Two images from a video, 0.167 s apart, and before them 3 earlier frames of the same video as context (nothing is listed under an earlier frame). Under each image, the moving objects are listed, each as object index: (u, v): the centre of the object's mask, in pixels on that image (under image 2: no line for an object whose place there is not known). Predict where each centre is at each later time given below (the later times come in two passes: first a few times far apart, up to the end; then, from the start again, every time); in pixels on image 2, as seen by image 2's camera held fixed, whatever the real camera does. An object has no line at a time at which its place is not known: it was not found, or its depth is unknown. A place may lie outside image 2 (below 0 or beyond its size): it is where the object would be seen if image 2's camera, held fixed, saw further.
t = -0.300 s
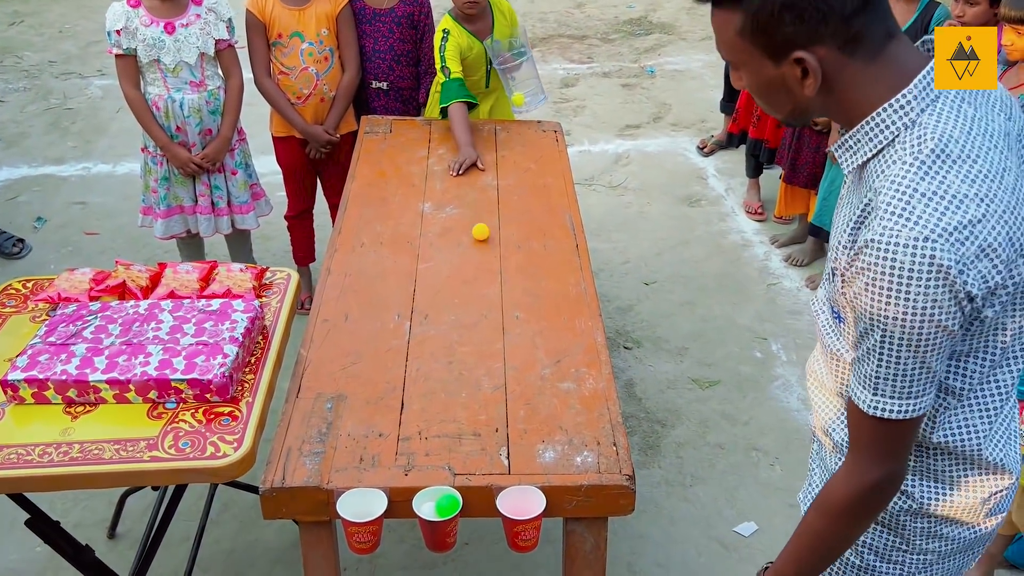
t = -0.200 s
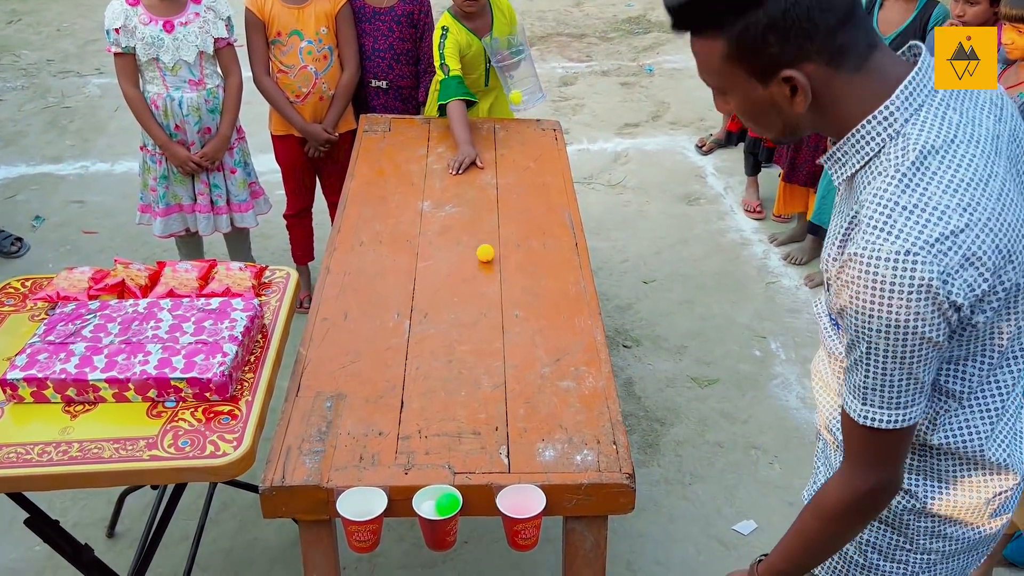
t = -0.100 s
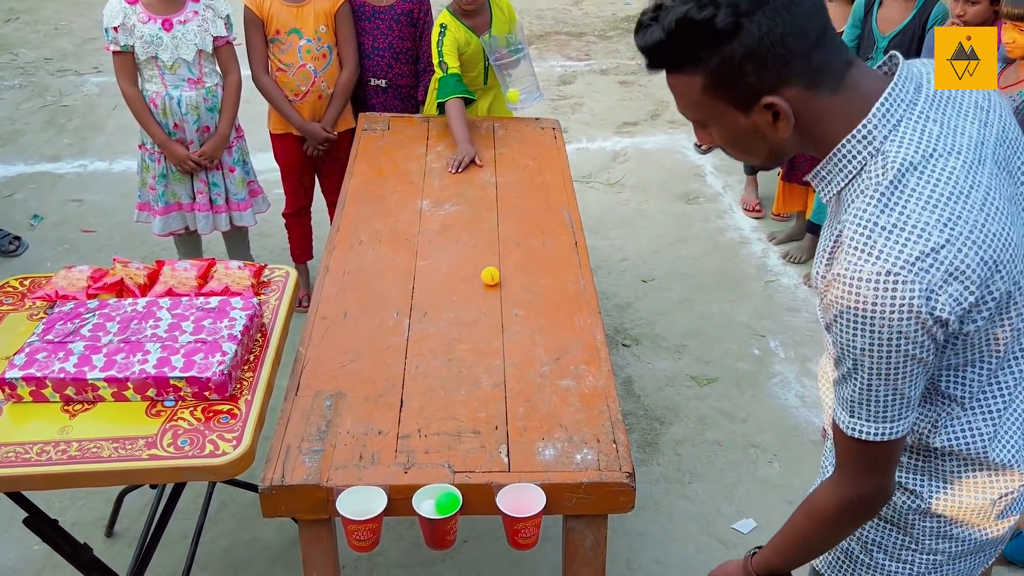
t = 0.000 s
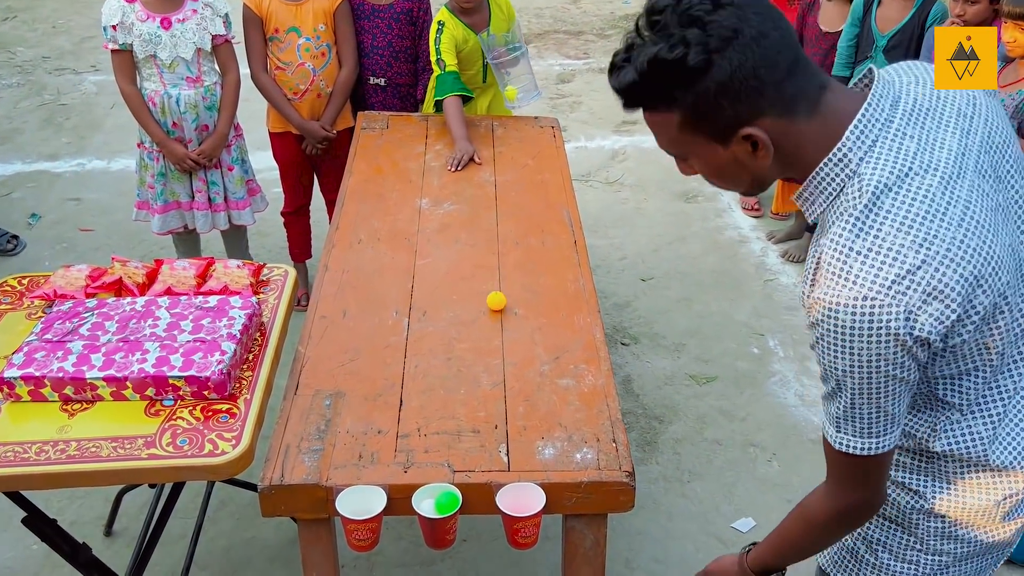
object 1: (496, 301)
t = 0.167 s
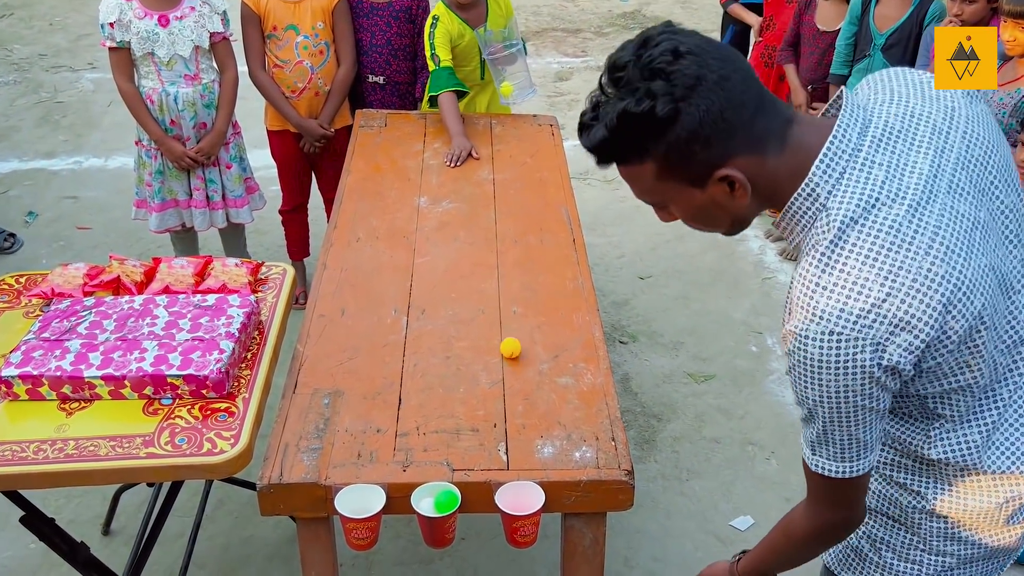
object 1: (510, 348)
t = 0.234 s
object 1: (518, 369)
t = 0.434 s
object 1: (544, 441)
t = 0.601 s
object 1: (570, 538)
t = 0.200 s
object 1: (514, 358)
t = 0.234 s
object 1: (518, 369)
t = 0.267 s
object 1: (521, 380)
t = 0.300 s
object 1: (526, 391)
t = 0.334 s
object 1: (530, 403)
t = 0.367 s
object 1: (534, 415)
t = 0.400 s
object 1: (539, 428)
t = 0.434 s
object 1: (544, 441)
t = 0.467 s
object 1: (549, 454)
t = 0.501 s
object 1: (554, 469)
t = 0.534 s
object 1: (559, 486)
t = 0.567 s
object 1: (565, 509)
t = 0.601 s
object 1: (570, 538)
